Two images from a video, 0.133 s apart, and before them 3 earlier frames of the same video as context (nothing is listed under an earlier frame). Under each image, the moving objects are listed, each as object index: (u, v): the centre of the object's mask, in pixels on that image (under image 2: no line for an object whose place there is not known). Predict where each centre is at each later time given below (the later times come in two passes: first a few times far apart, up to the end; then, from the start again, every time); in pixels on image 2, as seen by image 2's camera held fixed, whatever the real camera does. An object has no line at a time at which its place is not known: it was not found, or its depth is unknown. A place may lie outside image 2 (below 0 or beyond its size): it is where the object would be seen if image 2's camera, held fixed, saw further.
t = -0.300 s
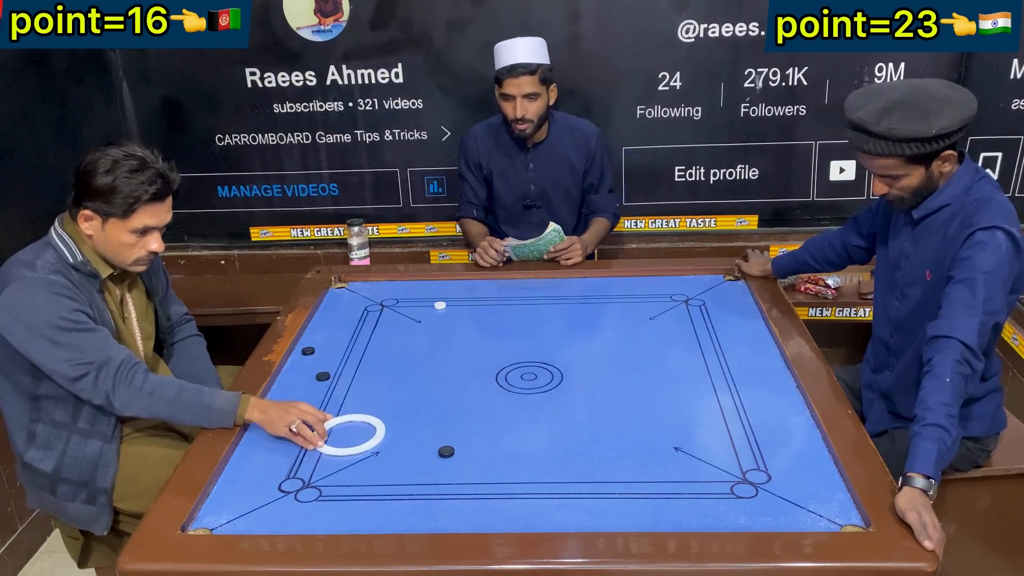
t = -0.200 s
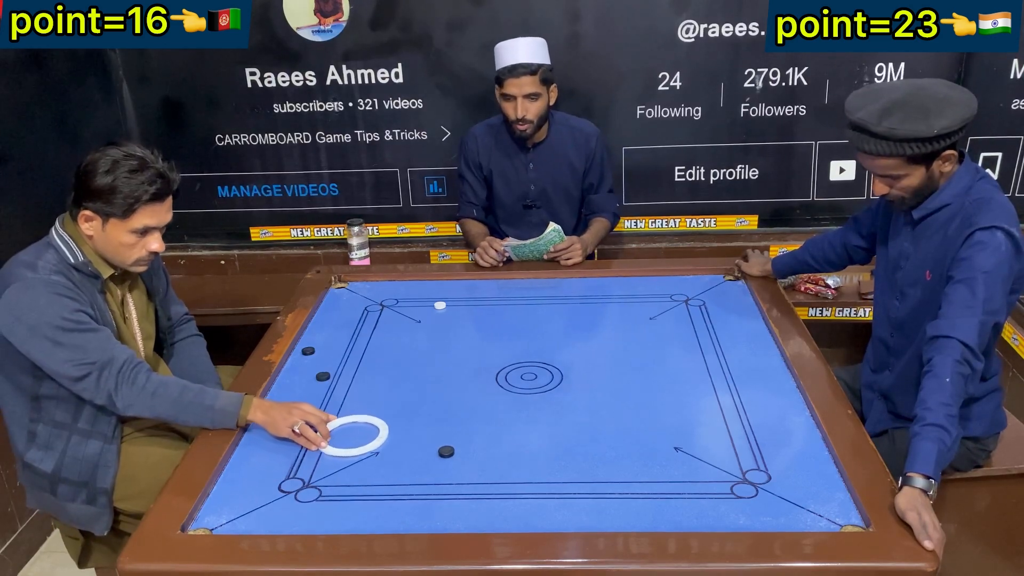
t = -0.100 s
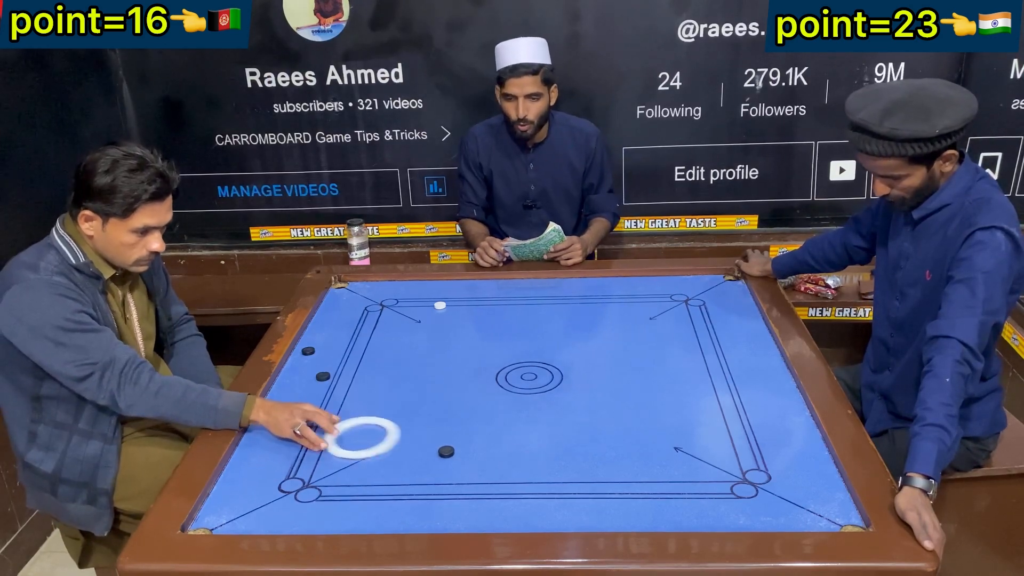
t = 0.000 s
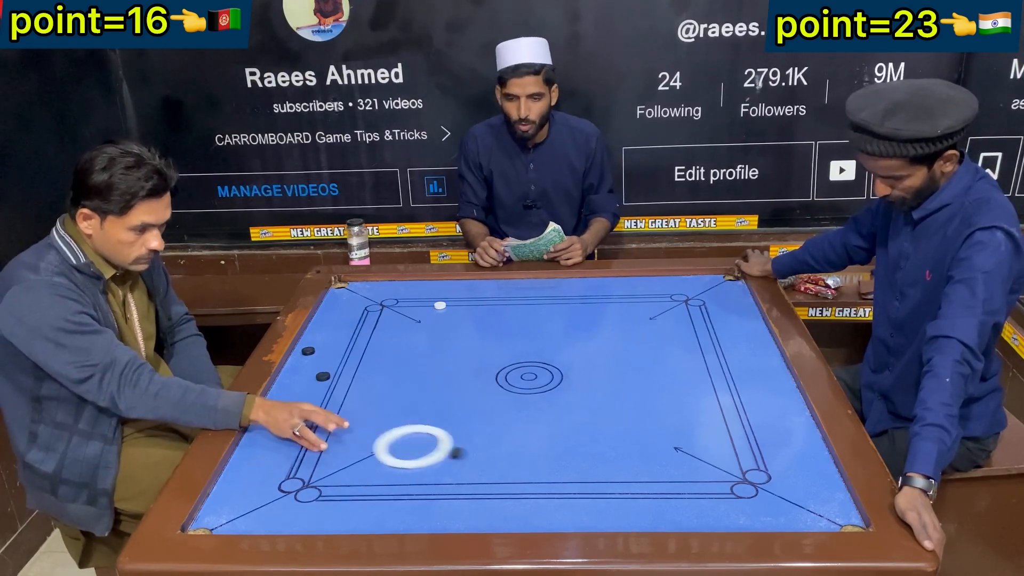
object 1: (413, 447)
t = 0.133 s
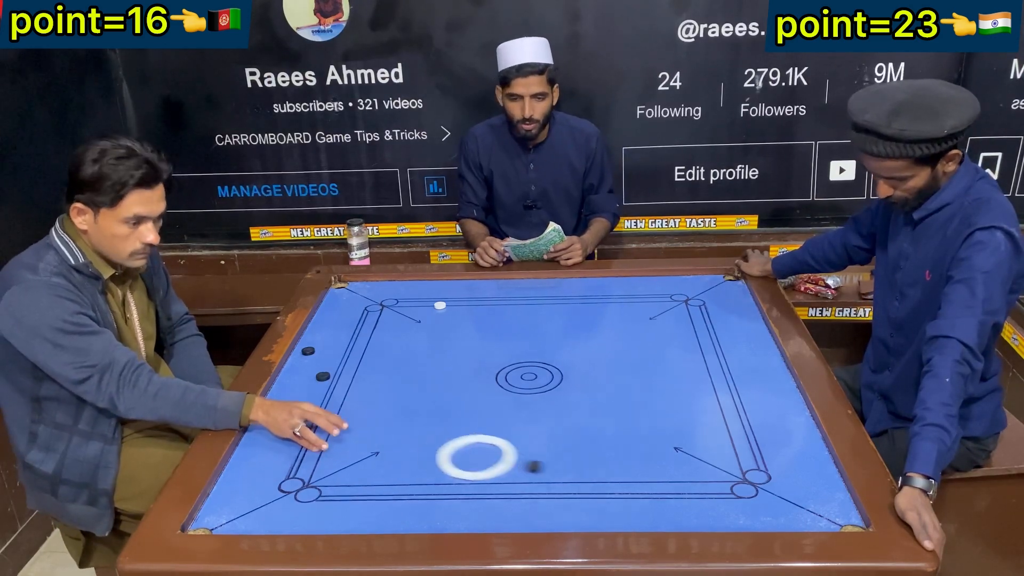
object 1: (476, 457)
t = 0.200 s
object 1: (508, 463)
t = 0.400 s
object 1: (606, 479)
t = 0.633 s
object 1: (721, 498)
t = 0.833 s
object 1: (805, 505)
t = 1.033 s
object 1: (769, 502)
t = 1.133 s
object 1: (745, 501)
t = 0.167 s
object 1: (492, 460)
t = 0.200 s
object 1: (508, 463)
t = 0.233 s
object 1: (524, 466)
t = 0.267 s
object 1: (541, 468)
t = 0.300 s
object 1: (557, 471)
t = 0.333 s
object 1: (573, 474)
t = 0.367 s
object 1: (589, 477)
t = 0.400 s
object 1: (606, 479)
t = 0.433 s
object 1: (622, 482)
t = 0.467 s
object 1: (639, 485)
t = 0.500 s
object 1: (655, 487)
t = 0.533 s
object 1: (671, 490)
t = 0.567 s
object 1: (688, 493)
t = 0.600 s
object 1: (704, 495)
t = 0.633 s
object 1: (721, 498)
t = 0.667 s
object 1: (738, 501)
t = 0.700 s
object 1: (754, 503)
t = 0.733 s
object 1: (770, 505)
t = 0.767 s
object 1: (783, 506)
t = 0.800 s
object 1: (794, 505)
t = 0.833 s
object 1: (805, 505)
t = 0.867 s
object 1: (812, 504)
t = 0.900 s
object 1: (803, 504)
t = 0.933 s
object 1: (794, 504)
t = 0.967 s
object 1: (786, 503)
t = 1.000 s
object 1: (777, 503)
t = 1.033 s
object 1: (769, 502)
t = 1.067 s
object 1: (761, 502)
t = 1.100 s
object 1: (753, 501)
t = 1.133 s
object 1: (745, 501)
